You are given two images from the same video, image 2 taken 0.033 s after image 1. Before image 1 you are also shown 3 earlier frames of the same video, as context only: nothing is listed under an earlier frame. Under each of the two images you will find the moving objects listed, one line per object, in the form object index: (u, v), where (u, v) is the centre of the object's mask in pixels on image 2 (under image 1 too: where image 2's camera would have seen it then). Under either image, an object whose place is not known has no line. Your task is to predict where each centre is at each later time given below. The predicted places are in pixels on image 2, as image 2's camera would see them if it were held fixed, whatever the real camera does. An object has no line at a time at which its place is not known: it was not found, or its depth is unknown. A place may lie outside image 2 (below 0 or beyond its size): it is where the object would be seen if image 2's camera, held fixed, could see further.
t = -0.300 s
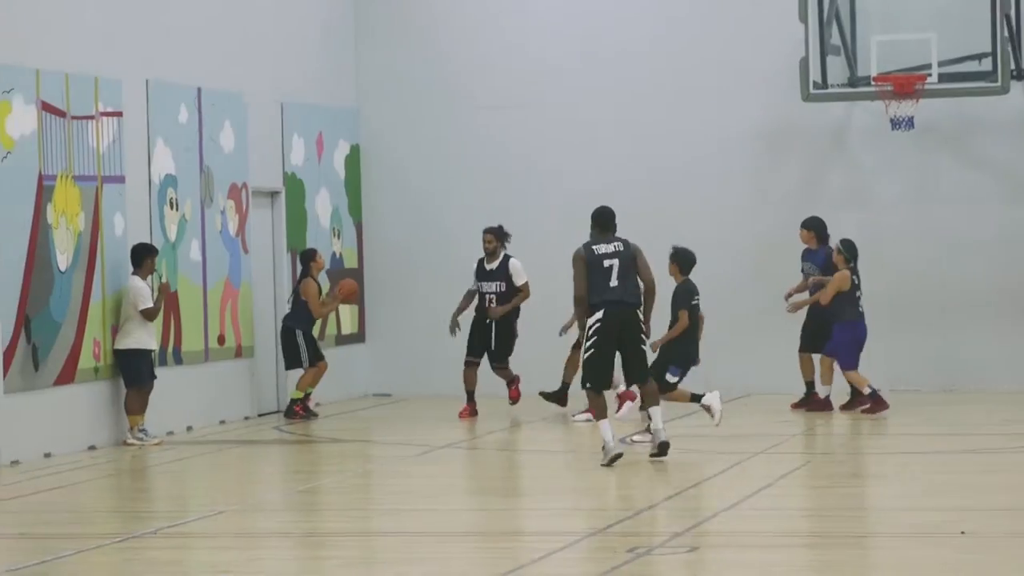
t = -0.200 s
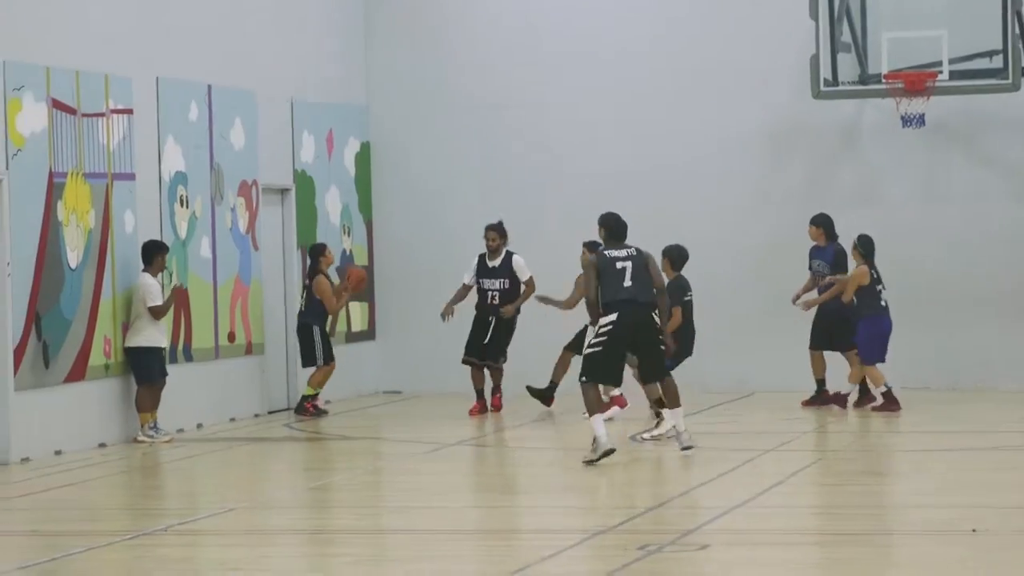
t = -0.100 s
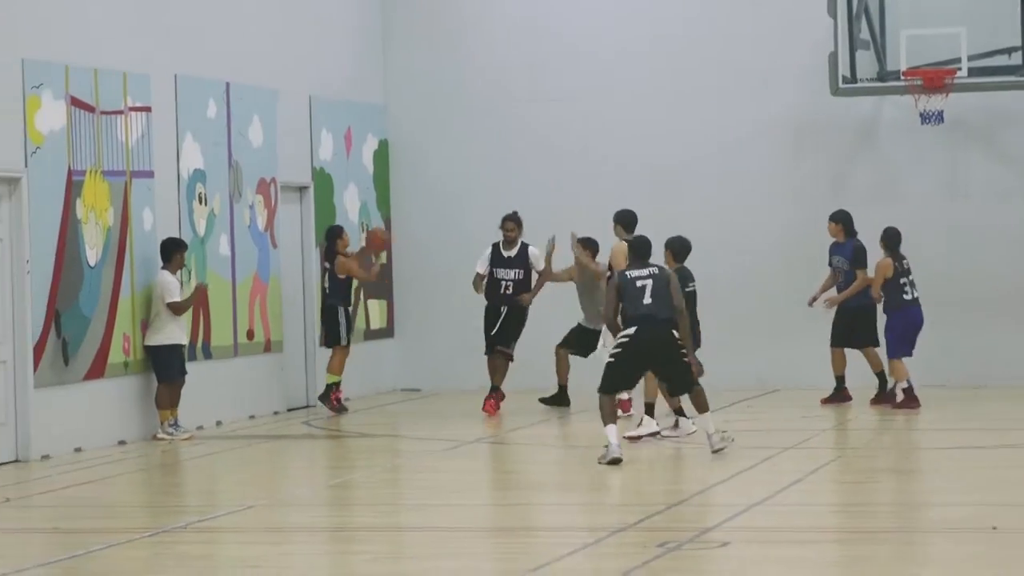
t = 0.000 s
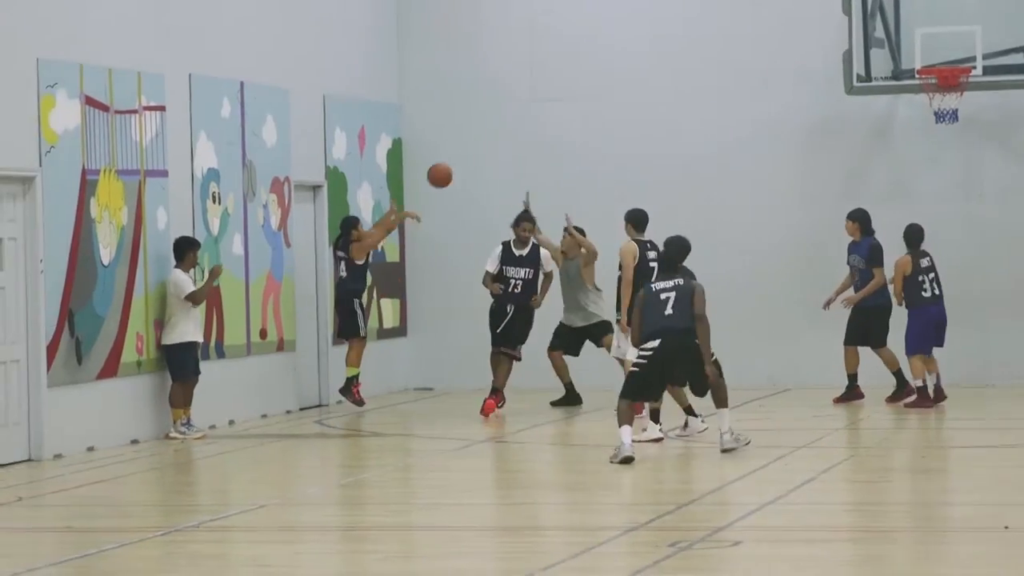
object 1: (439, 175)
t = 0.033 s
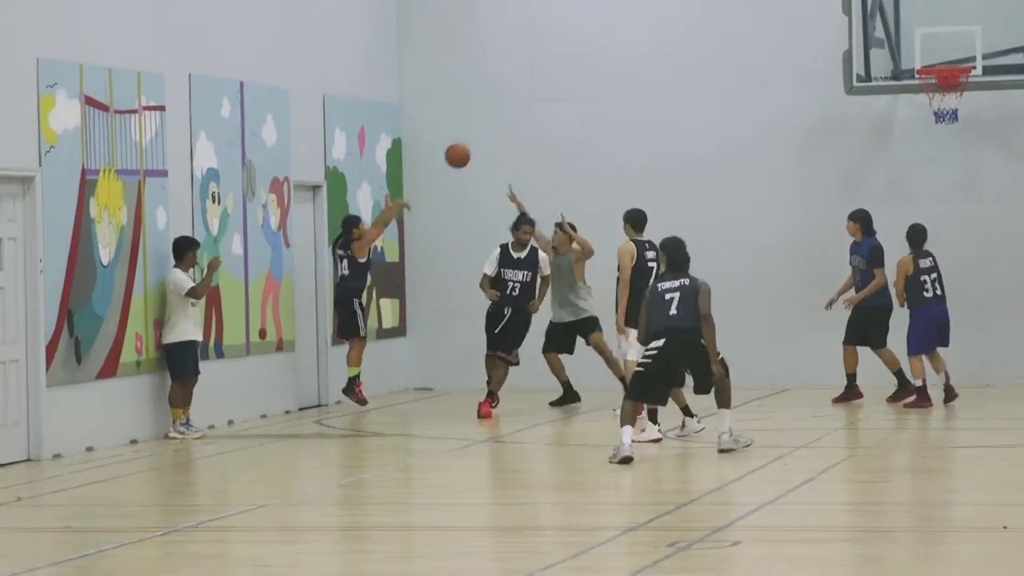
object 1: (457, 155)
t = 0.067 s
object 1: (475, 137)
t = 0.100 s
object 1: (494, 119)
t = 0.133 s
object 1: (512, 103)
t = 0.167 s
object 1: (530, 88)
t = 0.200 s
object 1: (548, 73)
